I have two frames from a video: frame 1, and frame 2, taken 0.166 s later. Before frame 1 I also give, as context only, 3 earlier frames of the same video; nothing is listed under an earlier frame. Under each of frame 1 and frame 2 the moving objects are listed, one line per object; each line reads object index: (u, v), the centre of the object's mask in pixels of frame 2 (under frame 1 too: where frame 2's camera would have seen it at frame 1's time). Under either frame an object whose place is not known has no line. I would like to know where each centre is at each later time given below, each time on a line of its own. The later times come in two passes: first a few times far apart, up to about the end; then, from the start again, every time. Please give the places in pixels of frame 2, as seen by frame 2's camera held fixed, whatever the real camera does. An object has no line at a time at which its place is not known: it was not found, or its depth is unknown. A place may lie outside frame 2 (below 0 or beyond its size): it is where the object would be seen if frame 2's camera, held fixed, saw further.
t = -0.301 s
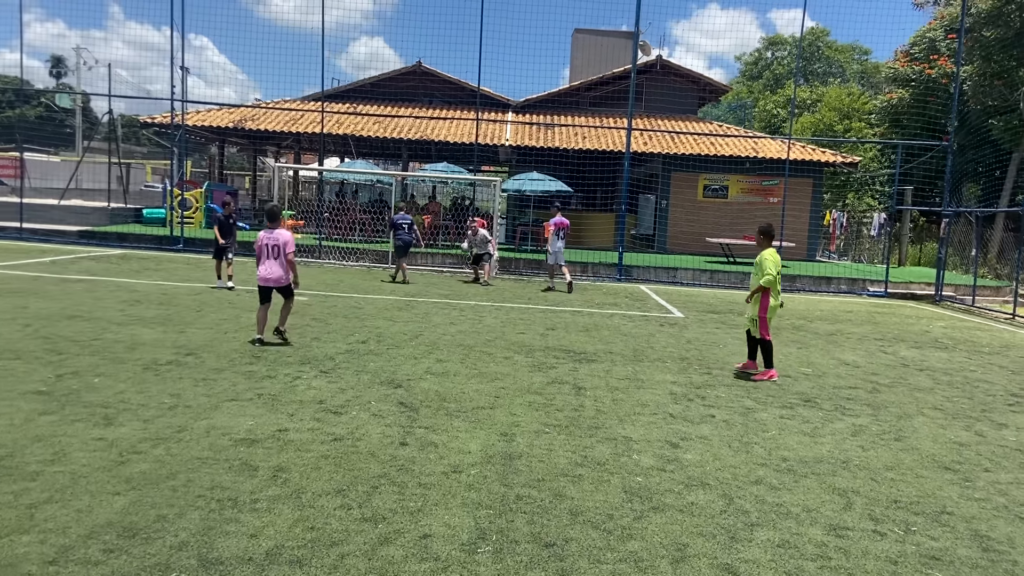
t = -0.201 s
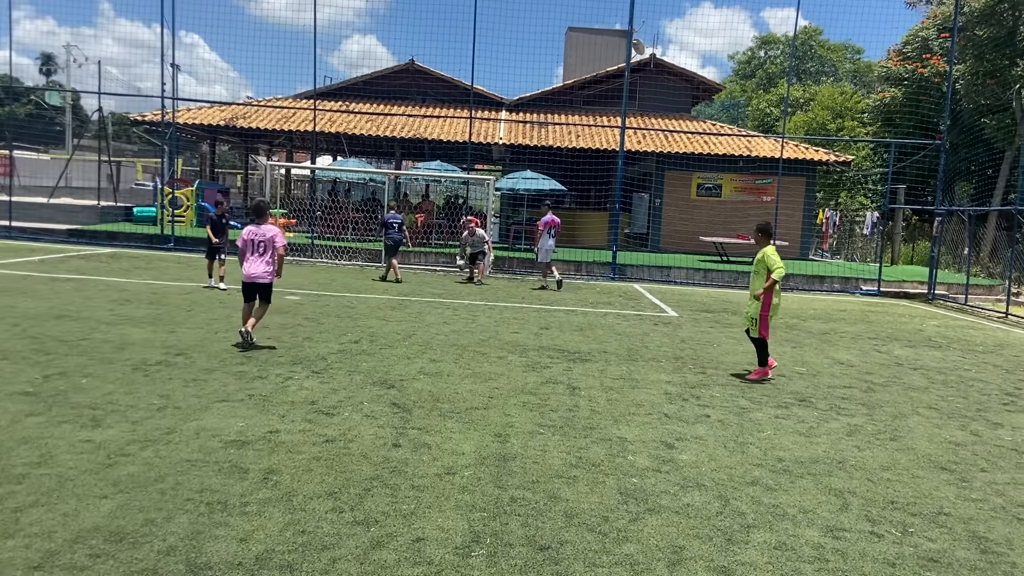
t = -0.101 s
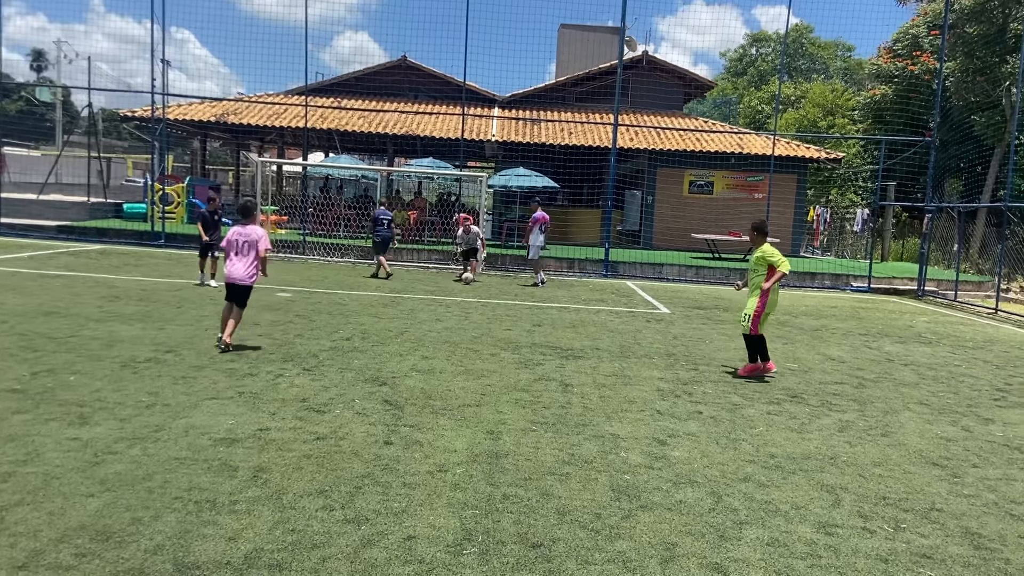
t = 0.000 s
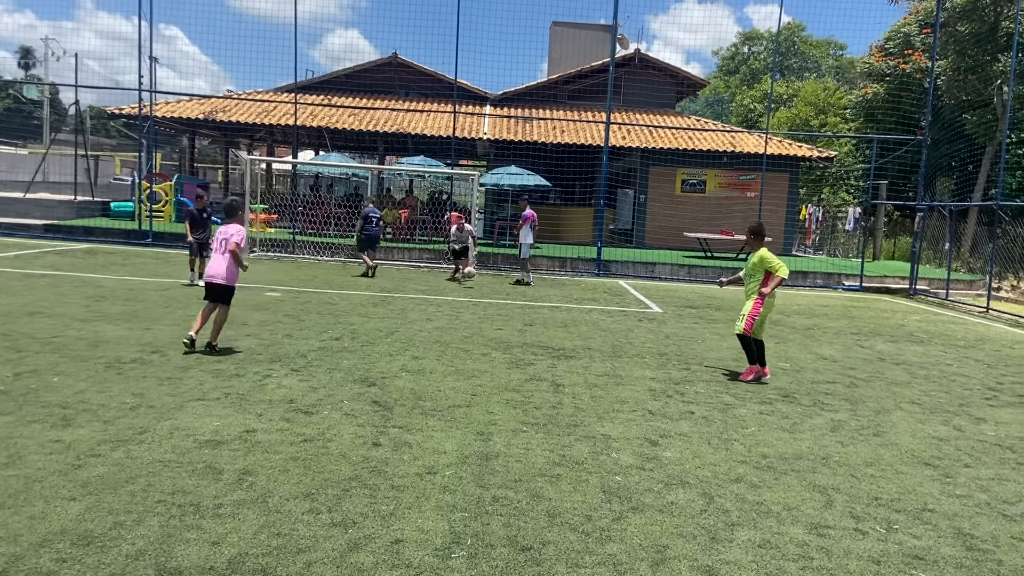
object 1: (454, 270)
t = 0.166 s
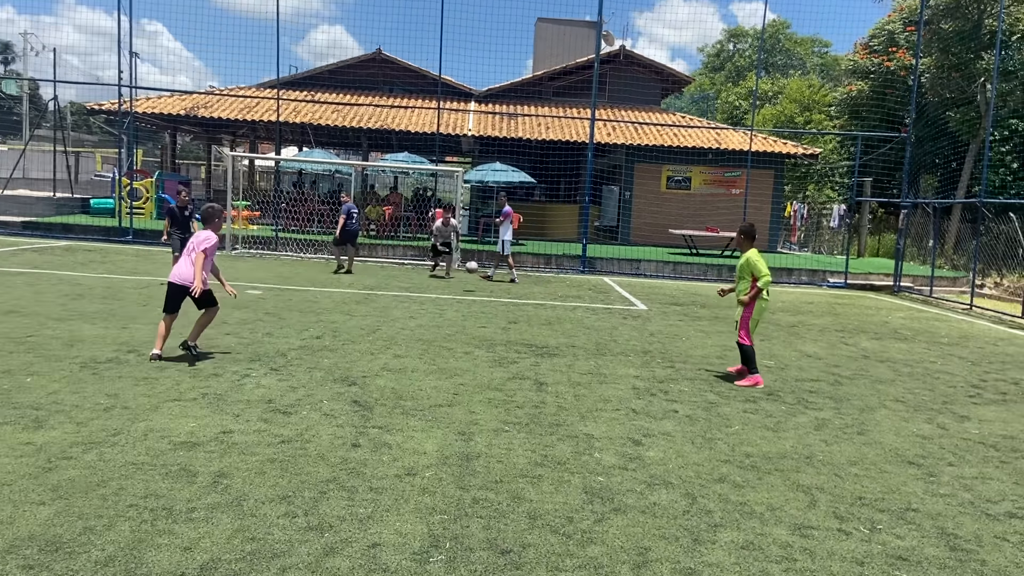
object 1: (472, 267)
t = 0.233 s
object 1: (480, 271)
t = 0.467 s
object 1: (509, 294)
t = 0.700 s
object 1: (548, 305)
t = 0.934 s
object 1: (594, 314)
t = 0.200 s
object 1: (475, 269)
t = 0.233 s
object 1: (480, 271)
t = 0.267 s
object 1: (484, 274)
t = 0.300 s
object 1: (488, 278)
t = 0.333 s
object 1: (491, 282)
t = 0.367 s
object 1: (496, 288)
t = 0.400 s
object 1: (500, 294)
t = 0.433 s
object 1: (504, 295)
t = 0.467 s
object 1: (509, 294)
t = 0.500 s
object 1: (514, 293)
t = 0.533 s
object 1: (520, 293)
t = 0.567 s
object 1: (525, 294)
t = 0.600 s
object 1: (531, 295)
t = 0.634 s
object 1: (536, 298)
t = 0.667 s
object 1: (542, 301)
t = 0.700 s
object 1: (548, 305)
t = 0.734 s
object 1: (554, 310)
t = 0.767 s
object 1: (560, 317)
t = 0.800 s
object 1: (566, 317)
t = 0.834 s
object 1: (573, 315)
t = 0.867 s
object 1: (580, 313)
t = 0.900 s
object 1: (587, 313)
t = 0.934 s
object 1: (594, 314)
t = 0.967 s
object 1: (601, 316)
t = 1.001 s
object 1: (609, 318)
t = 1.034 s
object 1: (616, 322)
